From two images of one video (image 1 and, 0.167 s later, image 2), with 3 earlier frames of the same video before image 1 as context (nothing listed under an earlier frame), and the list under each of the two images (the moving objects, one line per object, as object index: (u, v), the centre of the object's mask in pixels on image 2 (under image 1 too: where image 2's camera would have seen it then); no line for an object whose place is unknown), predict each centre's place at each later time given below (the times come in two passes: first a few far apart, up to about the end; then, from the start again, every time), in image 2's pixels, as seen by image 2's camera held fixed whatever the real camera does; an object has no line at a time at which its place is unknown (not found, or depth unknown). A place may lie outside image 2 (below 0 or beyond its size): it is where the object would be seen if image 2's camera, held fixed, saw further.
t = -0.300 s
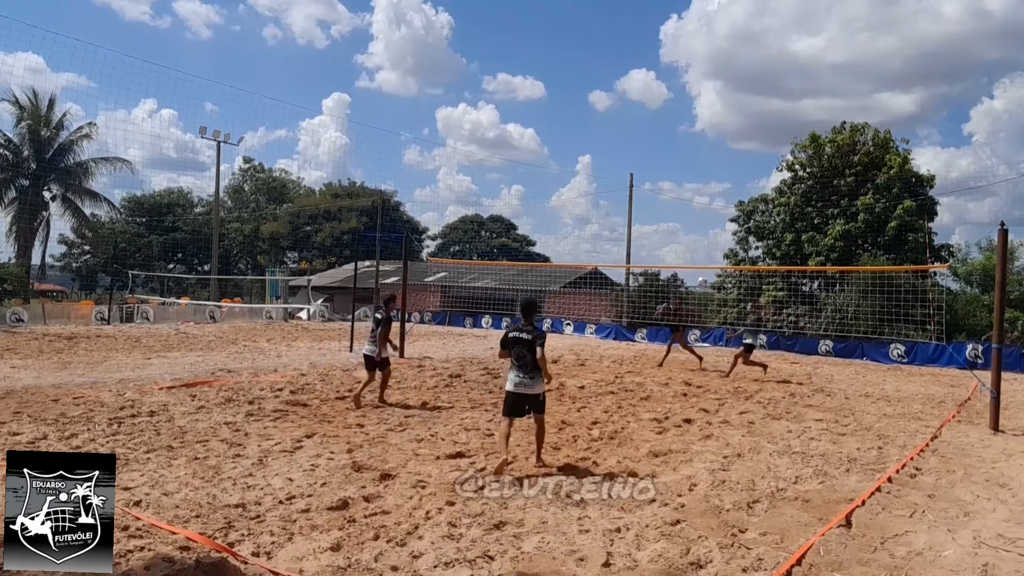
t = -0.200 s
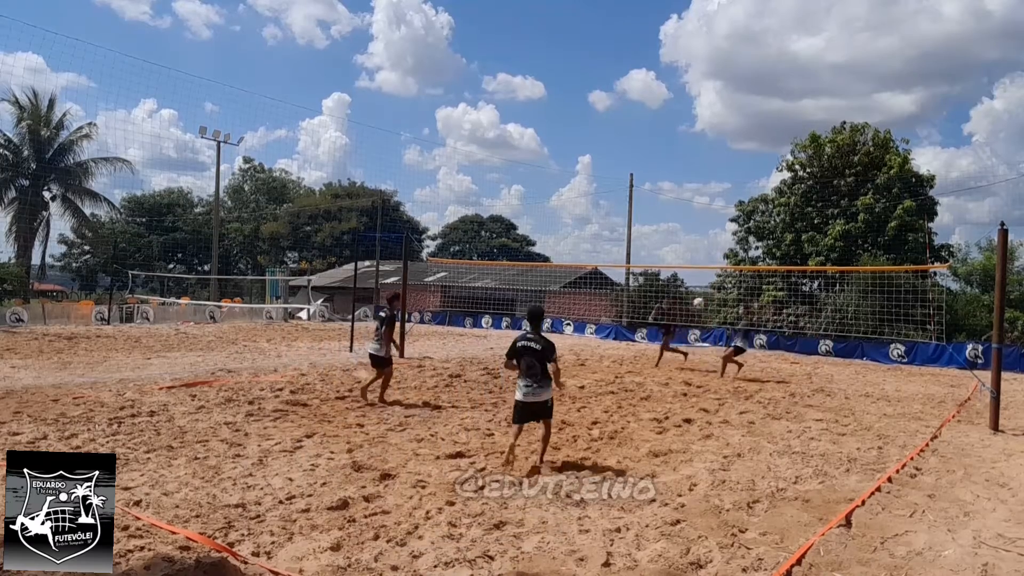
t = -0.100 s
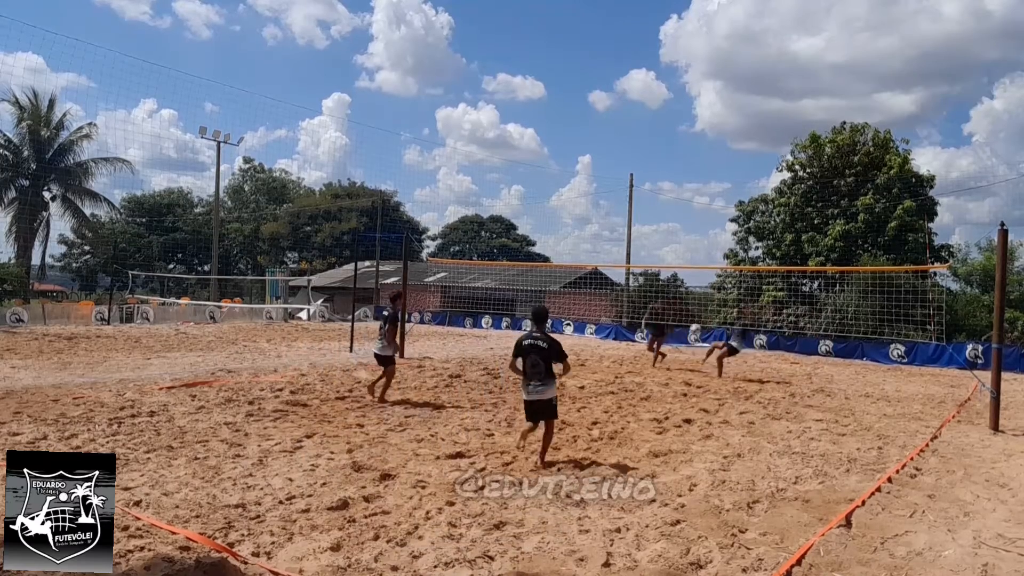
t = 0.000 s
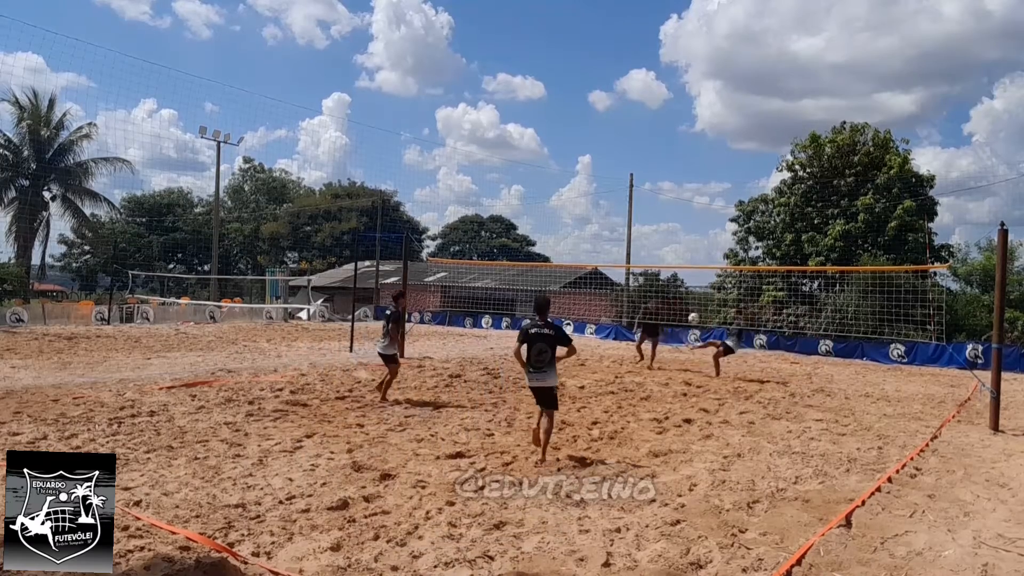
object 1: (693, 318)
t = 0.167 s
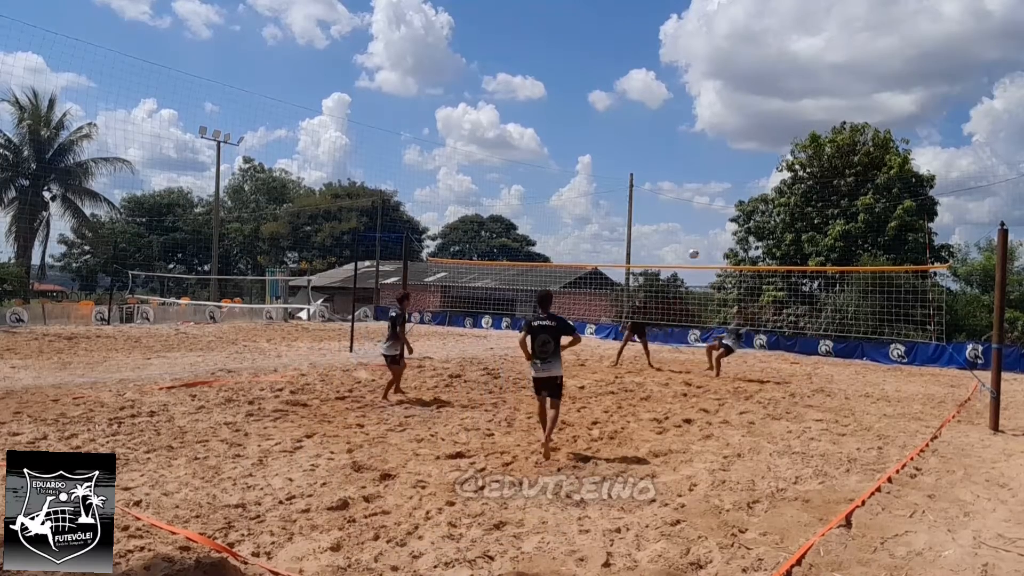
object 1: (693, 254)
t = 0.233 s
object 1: (693, 231)
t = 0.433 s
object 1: (691, 178)
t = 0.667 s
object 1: (688, 139)
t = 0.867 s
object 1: (684, 128)
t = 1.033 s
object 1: (681, 133)
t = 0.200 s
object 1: (693, 242)
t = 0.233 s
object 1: (693, 231)
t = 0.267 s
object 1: (692, 221)
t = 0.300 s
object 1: (692, 211)
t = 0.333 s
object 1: (692, 202)
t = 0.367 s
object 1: (692, 194)
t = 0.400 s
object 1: (691, 185)
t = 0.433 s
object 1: (691, 178)
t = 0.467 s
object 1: (690, 171)
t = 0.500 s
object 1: (690, 165)
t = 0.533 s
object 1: (690, 158)
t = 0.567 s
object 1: (689, 153)
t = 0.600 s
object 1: (688, 148)
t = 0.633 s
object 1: (688, 144)
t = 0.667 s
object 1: (688, 139)
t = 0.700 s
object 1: (688, 136)
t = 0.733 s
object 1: (687, 134)
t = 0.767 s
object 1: (686, 132)
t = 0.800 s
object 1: (686, 129)
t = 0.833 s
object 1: (685, 128)
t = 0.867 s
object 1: (684, 128)
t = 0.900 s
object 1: (684, 128)
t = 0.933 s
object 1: (683, 129)
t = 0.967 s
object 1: (683, 129)
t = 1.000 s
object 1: (681, 131)
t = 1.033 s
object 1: (681, 133)
